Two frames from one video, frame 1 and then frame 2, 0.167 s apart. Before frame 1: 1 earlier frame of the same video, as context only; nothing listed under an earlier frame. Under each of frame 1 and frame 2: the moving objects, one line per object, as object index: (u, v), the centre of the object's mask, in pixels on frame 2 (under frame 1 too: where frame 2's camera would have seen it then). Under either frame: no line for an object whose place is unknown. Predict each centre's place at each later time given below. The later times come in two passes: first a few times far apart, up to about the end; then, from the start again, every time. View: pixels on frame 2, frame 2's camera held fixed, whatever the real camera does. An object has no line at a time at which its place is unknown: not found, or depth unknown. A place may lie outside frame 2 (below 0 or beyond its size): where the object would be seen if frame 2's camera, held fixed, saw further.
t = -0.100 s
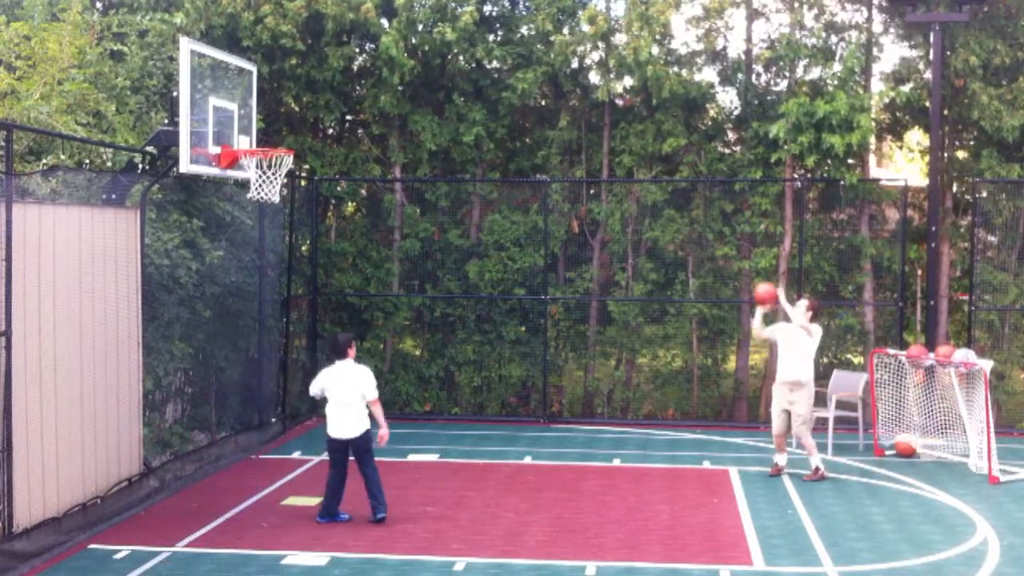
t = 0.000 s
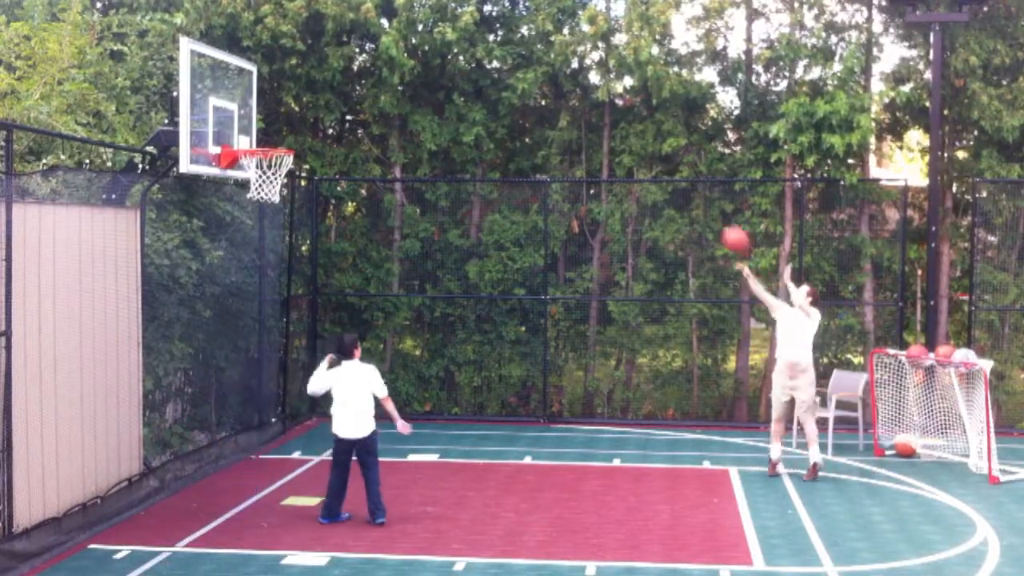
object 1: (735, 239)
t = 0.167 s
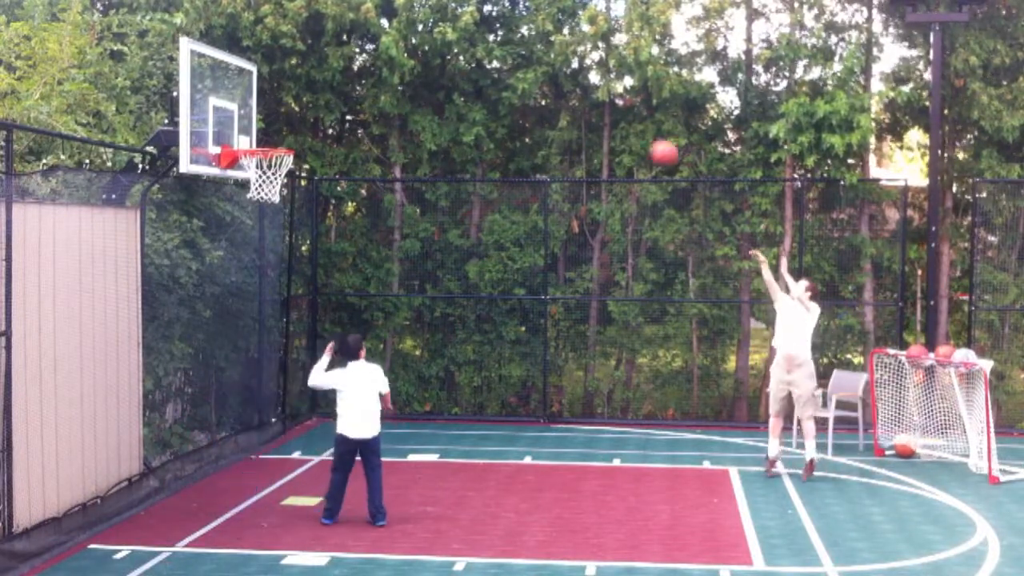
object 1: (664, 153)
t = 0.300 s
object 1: (605, 101)
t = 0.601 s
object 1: (469, 51)
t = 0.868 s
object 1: (341, 85)
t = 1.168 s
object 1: (261, 165)
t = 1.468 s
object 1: (271, 207)
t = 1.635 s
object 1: (269, 263)
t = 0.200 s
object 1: (649, 139)
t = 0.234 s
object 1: (635, 125)
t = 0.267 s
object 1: (620, 114)
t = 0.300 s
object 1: (605, 101)
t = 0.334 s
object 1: (590, 91)
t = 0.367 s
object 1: (575, 83)
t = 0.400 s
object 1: (560, 75)
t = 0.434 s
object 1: (546, 68)
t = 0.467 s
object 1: (531, 62)
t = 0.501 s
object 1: (515, 57)
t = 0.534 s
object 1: (499, 55)
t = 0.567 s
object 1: (484, 52)
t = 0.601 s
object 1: (469, 51)
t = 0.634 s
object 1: (453, 51)
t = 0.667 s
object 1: (437, 52)
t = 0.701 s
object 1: (421, 54)
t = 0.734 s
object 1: (406, 58)
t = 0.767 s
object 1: (389, 63)
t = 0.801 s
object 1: (373, 69)
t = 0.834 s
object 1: (356, 77)
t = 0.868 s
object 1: (341, 85)
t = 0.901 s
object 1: (324, 95)
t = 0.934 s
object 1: (308, 106)
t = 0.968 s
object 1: (291, 118)
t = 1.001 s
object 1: (275, 133)
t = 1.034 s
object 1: (261, 142)
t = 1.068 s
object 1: (261, 155)
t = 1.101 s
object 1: (257, 164)
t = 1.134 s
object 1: (258, 165)
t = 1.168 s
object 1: (261, 165)
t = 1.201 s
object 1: (267, 161)
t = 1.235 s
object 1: (267, 160)
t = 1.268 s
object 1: (270, 162)
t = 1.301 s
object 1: (270, 166)
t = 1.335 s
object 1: (268, 169)
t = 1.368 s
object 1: (267, 173)
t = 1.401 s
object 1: (271, 184)
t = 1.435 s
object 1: (272, 197)
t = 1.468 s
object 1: (271, 207)
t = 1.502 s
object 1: (271, 213)
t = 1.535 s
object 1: (271, 223)
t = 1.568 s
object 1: (270, 235)
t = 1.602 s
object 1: (269, 249)
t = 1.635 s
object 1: (269, 263)
